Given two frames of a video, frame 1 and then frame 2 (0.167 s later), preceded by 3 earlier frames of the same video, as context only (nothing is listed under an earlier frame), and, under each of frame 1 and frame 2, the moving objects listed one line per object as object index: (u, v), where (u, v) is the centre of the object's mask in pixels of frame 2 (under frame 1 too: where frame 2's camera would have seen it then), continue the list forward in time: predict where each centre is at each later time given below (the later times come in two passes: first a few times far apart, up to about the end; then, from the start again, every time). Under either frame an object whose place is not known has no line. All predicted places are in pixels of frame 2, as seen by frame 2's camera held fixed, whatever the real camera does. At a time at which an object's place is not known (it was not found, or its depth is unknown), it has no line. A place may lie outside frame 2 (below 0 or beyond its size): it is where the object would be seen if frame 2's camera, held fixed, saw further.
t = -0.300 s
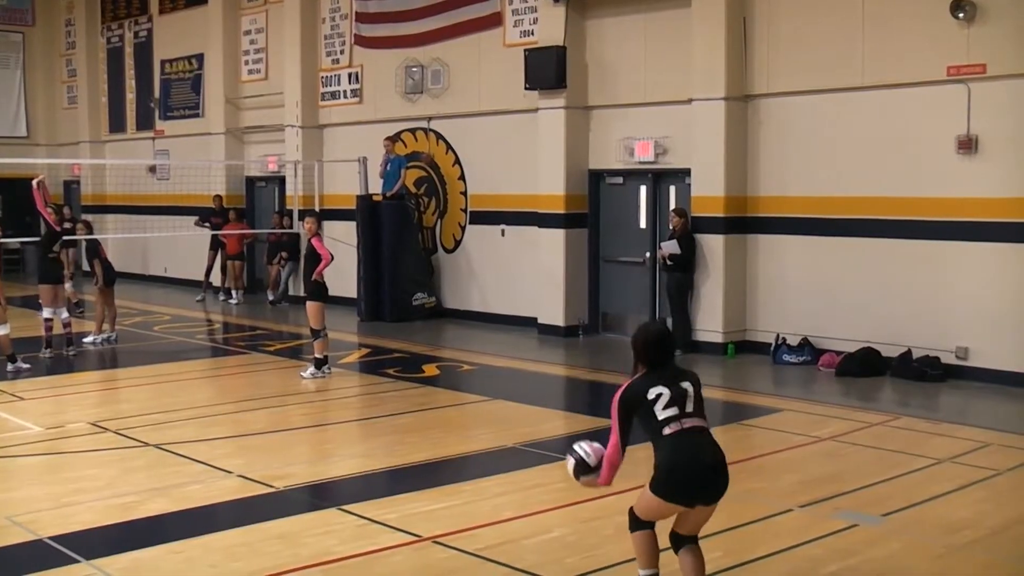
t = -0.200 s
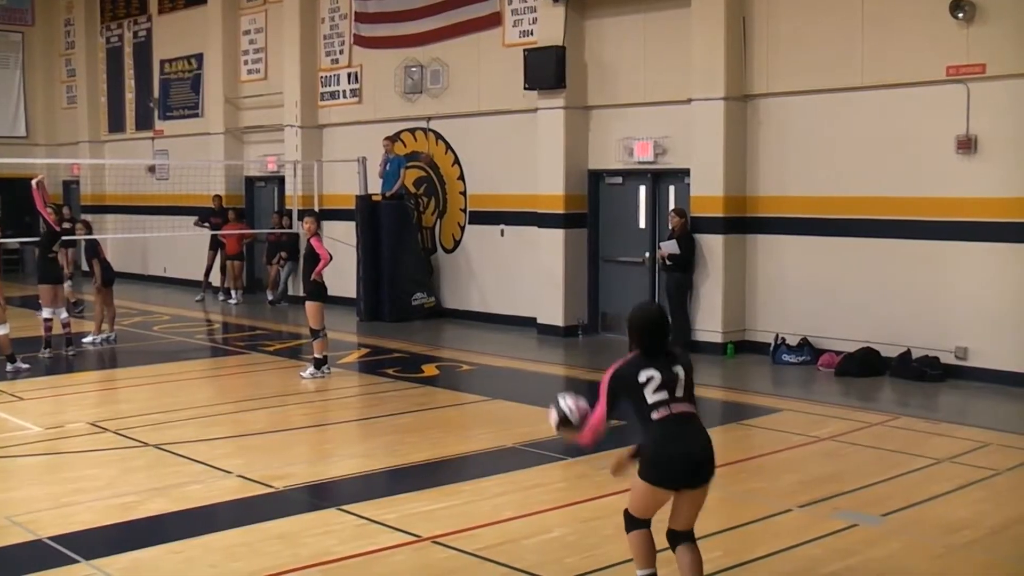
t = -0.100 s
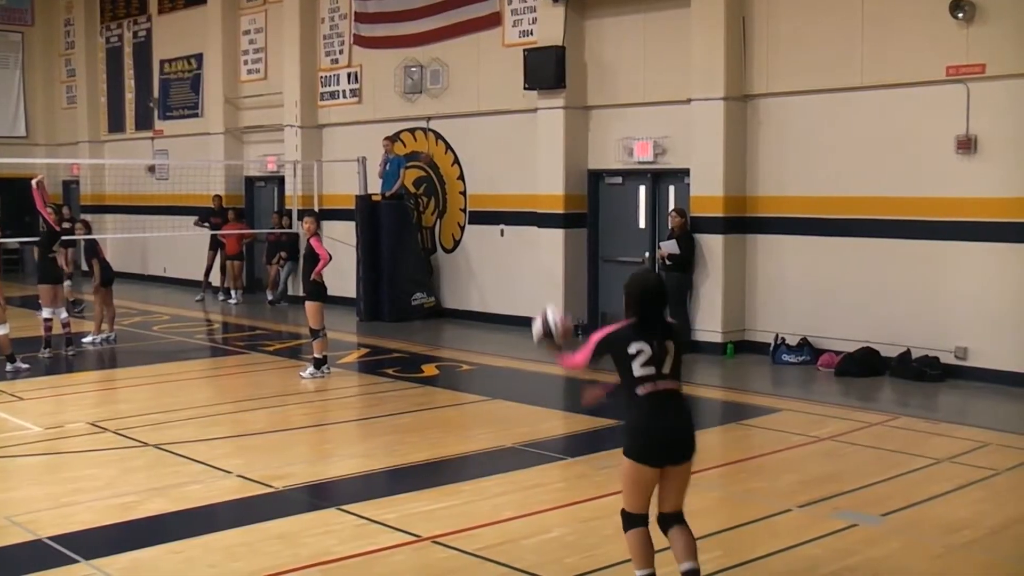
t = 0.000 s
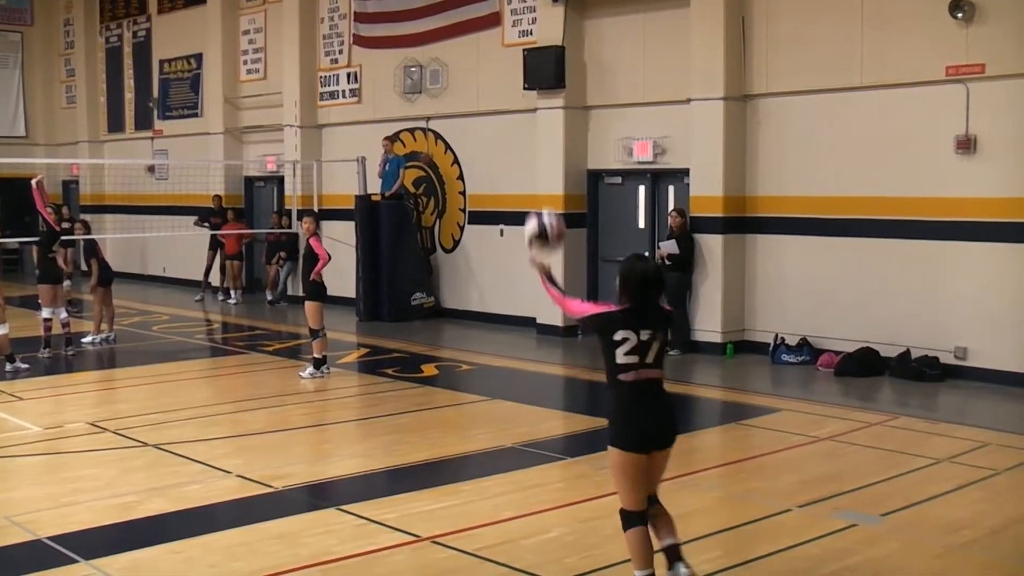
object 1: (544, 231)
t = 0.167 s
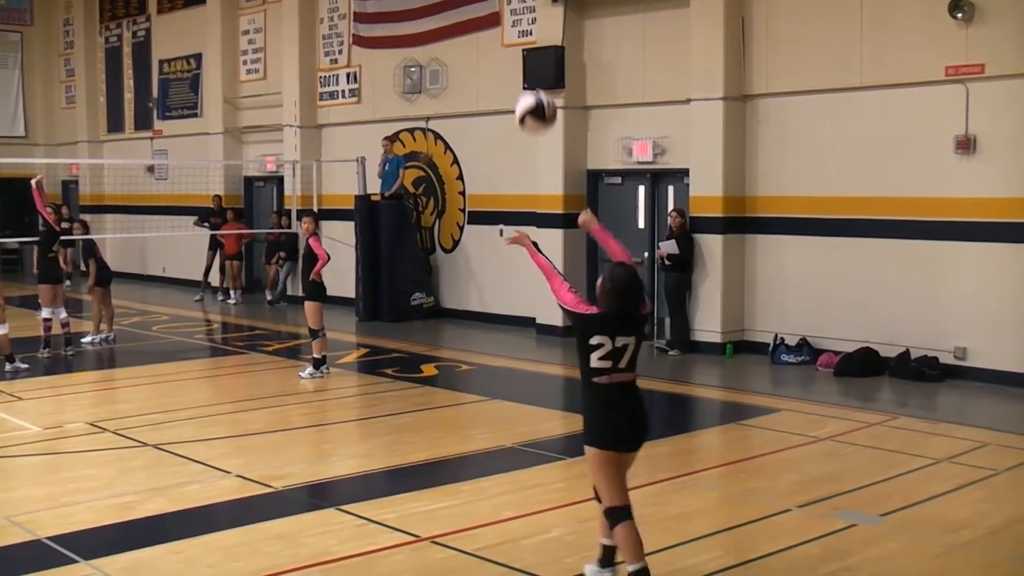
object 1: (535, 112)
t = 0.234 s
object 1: (533, 79)
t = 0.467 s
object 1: (524, 35)
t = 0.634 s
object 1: (517, 65)
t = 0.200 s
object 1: (534, 93)
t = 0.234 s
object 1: (533, 79)
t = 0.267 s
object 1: (532, 67)
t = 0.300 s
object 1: (530, 56)
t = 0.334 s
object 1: (529, 47)
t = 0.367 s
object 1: (528, 41)
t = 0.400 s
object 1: (527, 37)
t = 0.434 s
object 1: (525, 35)
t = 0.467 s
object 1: (524, 35)
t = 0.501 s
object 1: (523, 36)
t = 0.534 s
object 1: (522, 40)
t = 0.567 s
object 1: (520, 47)
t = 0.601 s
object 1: (519, 54)
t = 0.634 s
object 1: (517, 65)
